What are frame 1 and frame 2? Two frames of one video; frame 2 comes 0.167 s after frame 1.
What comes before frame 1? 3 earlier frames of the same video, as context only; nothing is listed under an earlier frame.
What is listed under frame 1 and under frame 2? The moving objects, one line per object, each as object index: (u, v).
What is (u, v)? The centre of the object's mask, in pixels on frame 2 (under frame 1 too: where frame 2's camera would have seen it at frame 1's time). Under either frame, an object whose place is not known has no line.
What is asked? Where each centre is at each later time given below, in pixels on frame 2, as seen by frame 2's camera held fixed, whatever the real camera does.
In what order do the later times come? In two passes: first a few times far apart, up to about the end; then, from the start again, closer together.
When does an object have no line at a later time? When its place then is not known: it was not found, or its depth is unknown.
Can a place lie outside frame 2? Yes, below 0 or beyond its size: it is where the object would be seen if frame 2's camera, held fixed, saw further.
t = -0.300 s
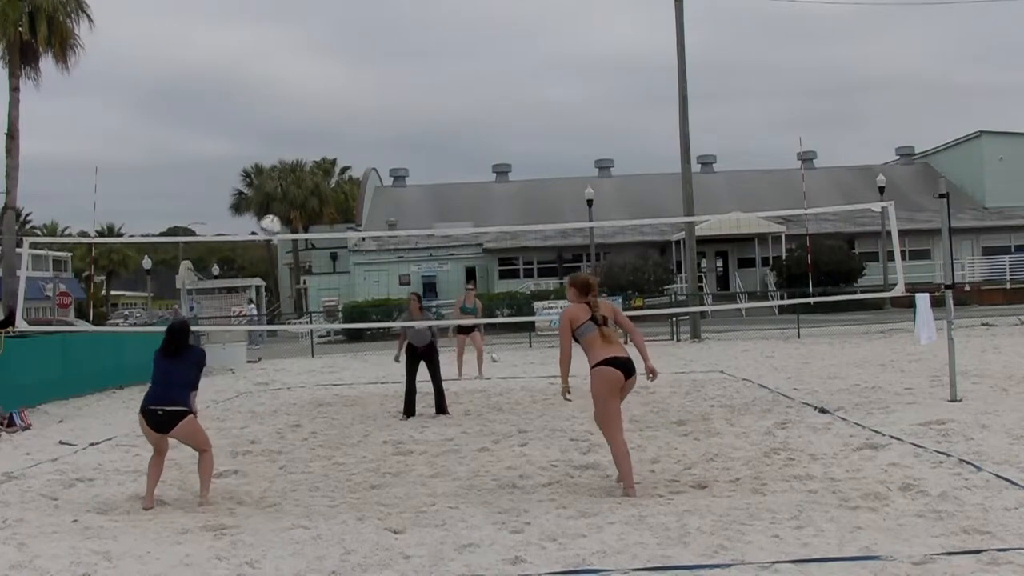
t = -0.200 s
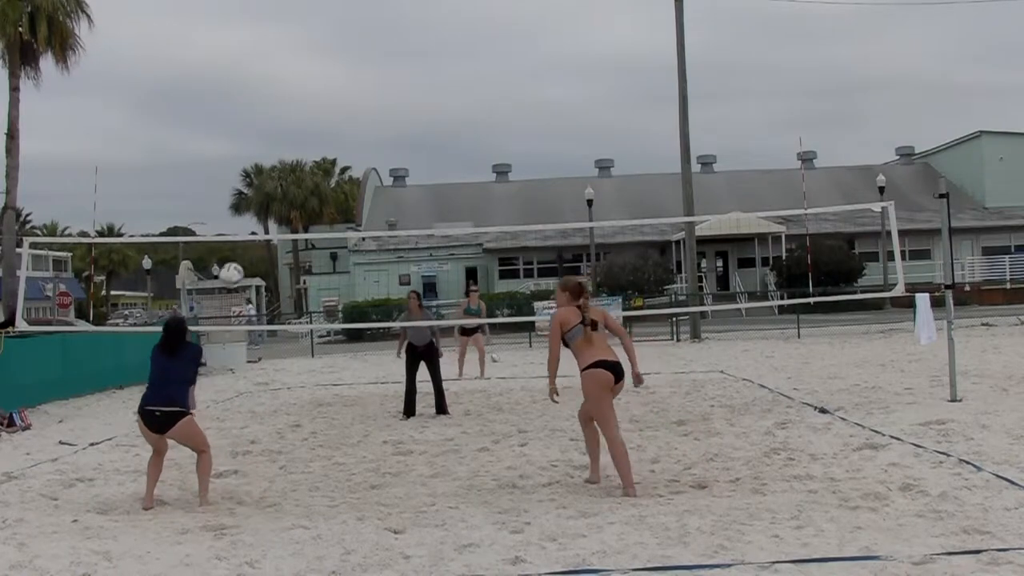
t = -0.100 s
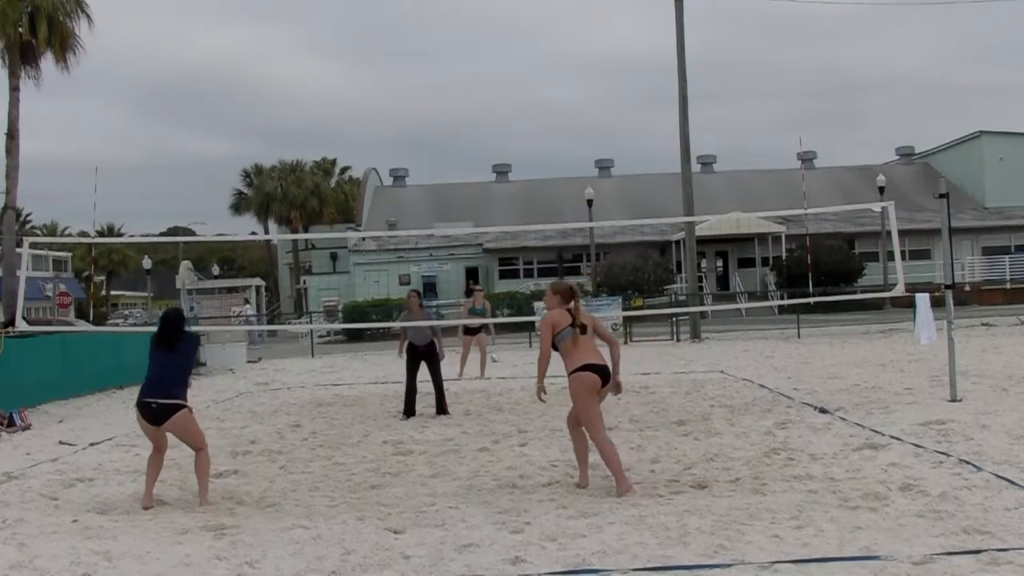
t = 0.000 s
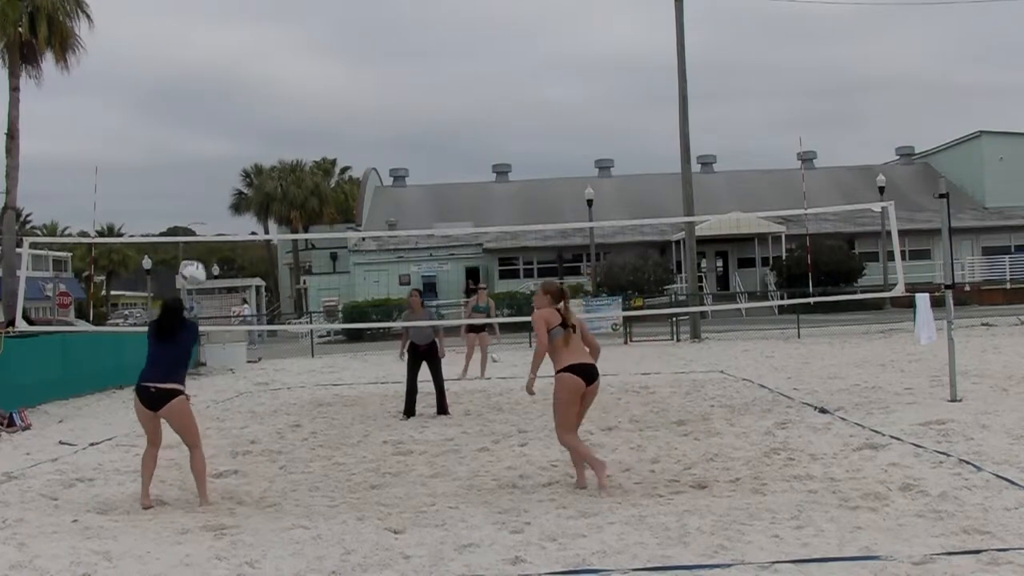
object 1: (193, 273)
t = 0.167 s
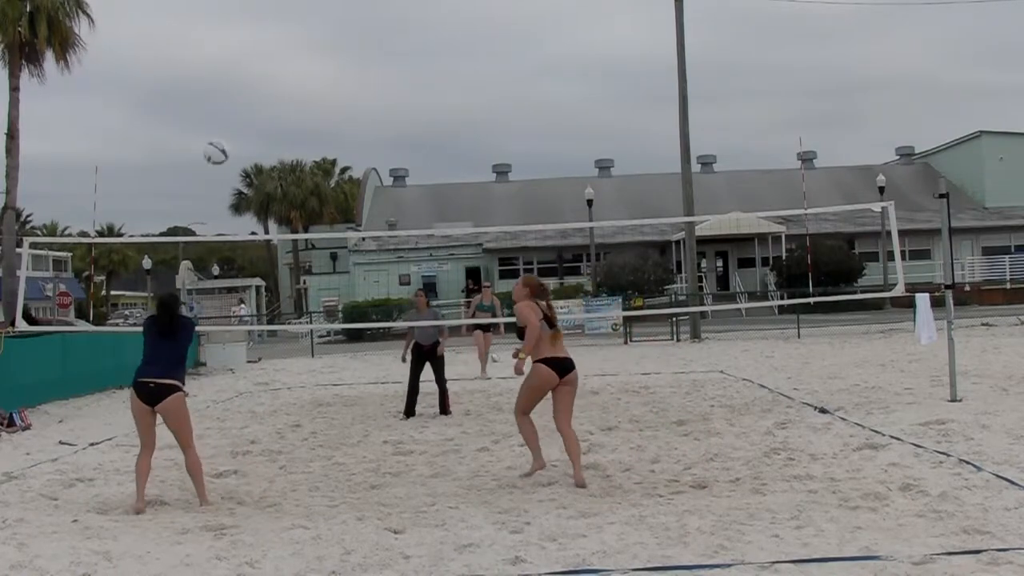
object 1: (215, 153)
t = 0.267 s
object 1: (230, 99)
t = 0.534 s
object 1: (267, 16)
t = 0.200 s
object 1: (221, 132)
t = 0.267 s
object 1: (230, 99)
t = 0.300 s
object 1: (235, 84)
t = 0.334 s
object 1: (239, 71)
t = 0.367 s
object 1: (243, 58)
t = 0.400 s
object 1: (249, 47)
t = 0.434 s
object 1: (254, 38)
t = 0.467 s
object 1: (258, 29)
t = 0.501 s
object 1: (264, 23)
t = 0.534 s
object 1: (267, 16)
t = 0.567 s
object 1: (272, 11)
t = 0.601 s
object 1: (276, 9)
